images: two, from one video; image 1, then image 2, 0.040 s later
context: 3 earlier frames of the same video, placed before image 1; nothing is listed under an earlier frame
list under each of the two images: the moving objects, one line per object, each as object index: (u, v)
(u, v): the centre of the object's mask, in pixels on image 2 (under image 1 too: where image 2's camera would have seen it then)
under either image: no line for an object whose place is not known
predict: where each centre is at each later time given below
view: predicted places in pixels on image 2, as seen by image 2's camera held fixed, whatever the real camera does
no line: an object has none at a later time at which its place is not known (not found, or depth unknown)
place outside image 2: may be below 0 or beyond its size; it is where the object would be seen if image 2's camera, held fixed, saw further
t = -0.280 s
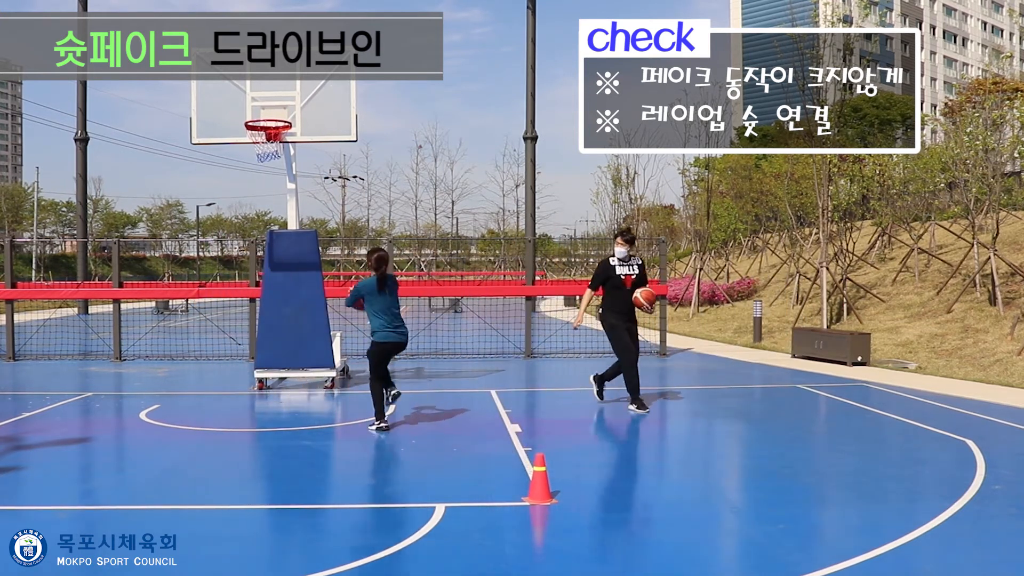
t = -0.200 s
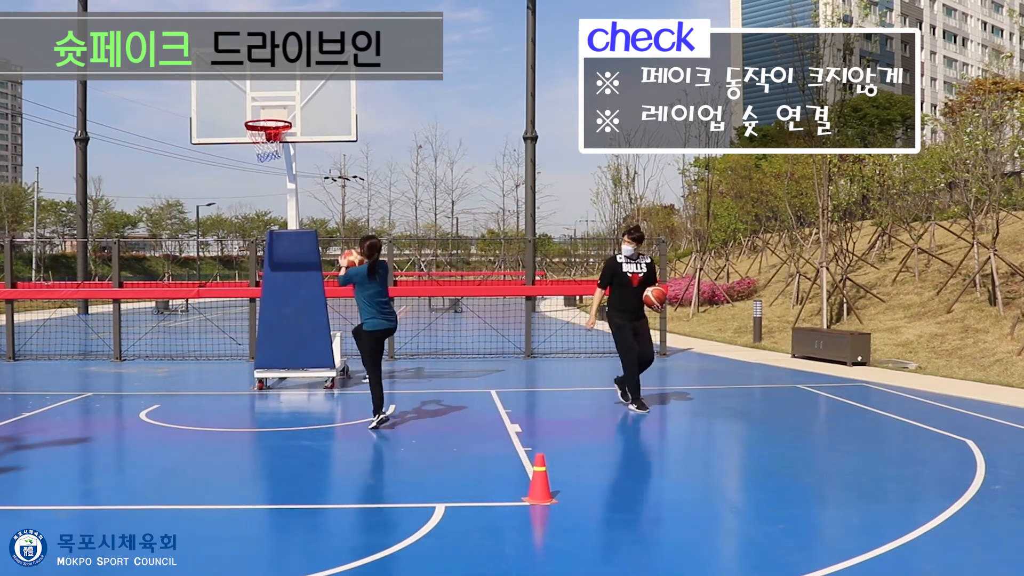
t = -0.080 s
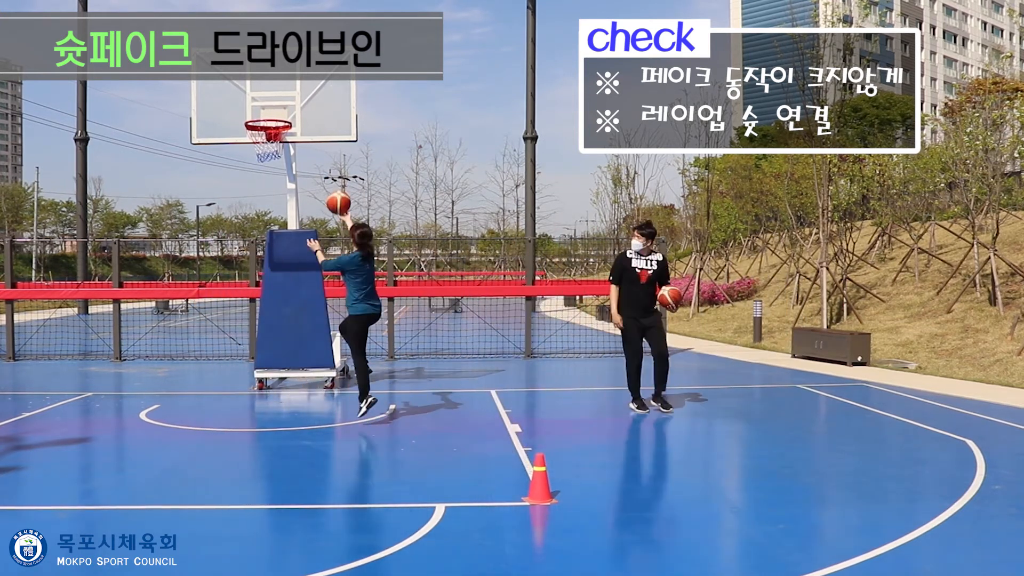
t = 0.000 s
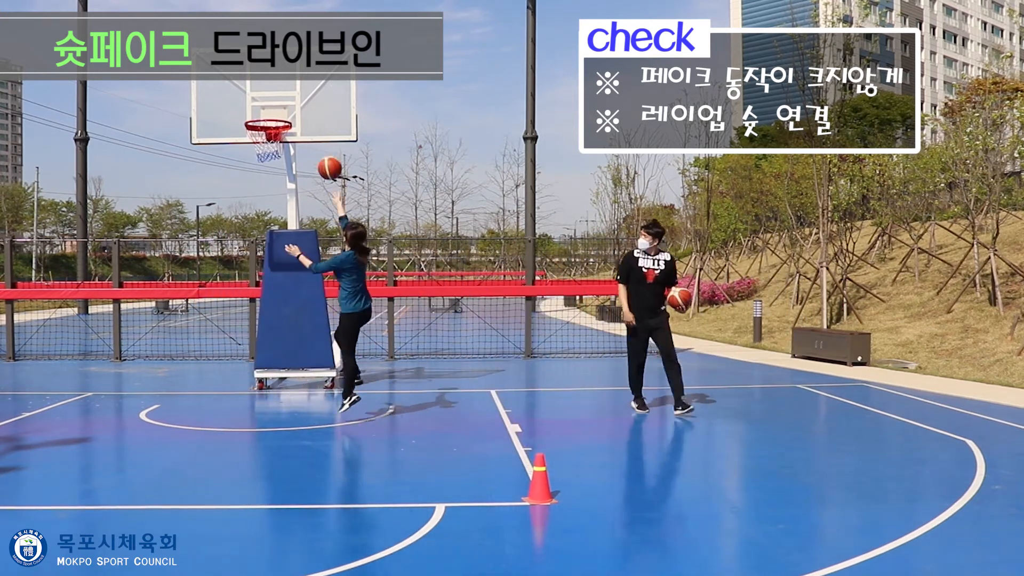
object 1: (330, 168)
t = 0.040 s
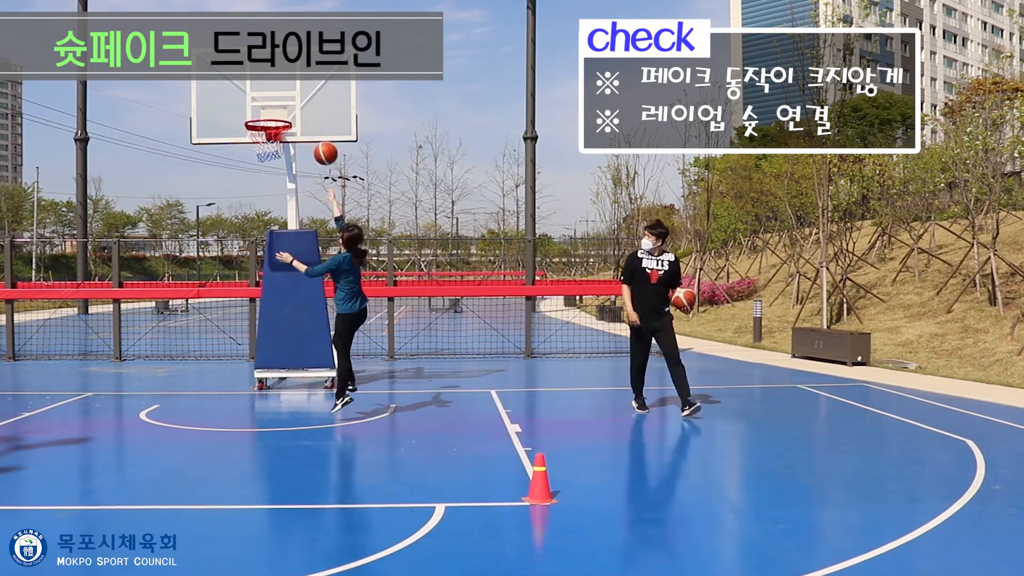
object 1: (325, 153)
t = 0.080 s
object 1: (321, 140)
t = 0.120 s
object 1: (317, 129)
